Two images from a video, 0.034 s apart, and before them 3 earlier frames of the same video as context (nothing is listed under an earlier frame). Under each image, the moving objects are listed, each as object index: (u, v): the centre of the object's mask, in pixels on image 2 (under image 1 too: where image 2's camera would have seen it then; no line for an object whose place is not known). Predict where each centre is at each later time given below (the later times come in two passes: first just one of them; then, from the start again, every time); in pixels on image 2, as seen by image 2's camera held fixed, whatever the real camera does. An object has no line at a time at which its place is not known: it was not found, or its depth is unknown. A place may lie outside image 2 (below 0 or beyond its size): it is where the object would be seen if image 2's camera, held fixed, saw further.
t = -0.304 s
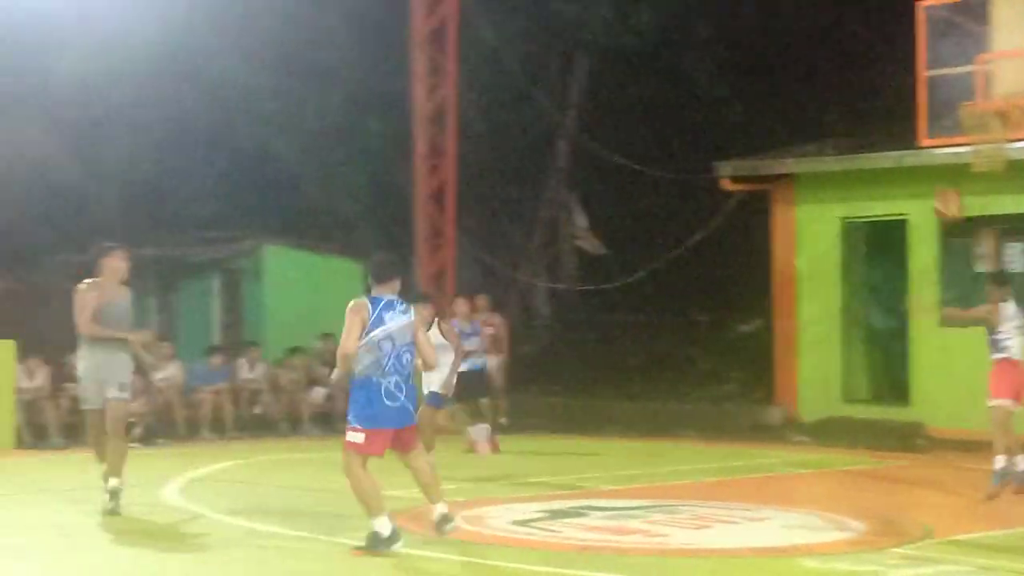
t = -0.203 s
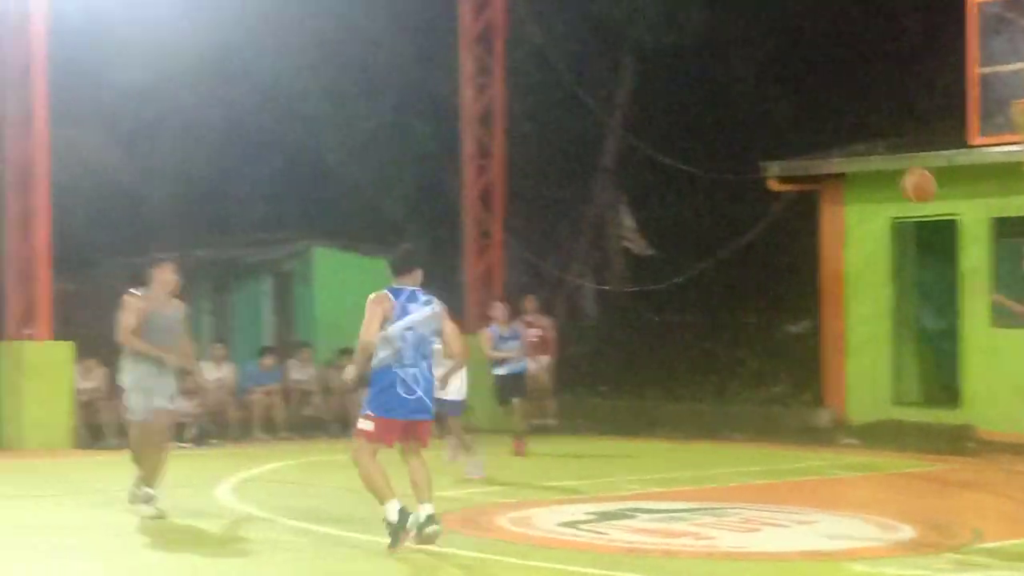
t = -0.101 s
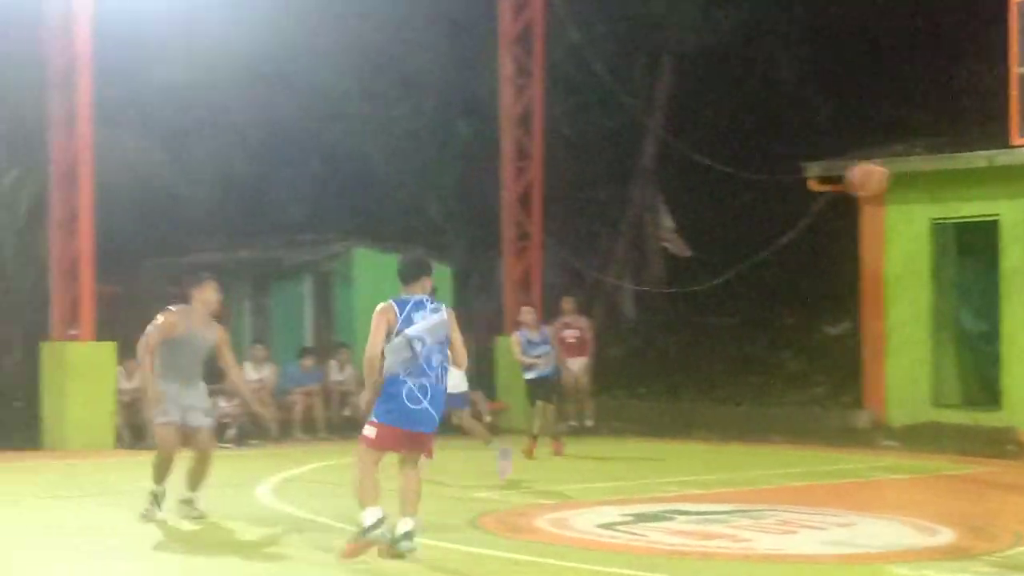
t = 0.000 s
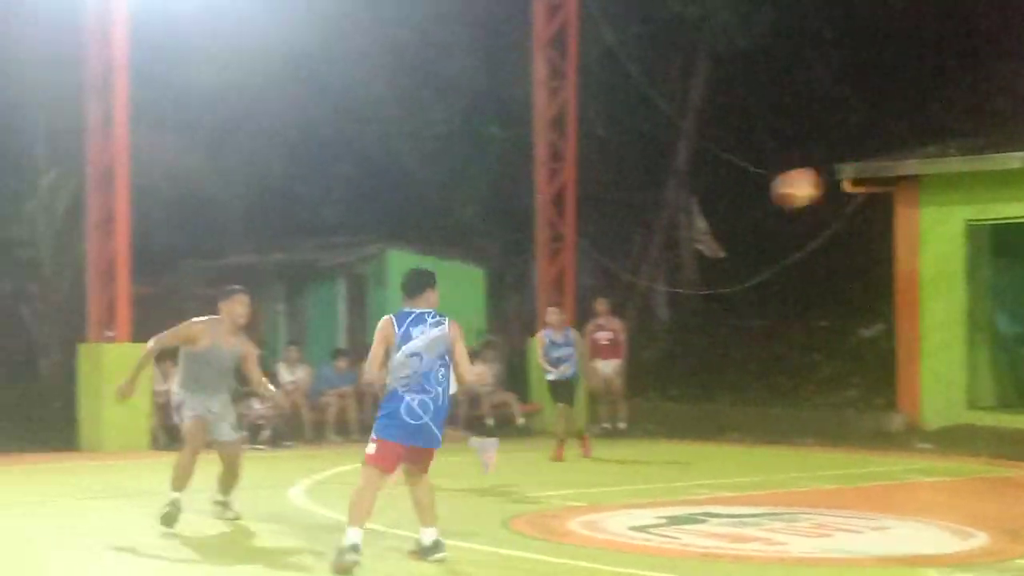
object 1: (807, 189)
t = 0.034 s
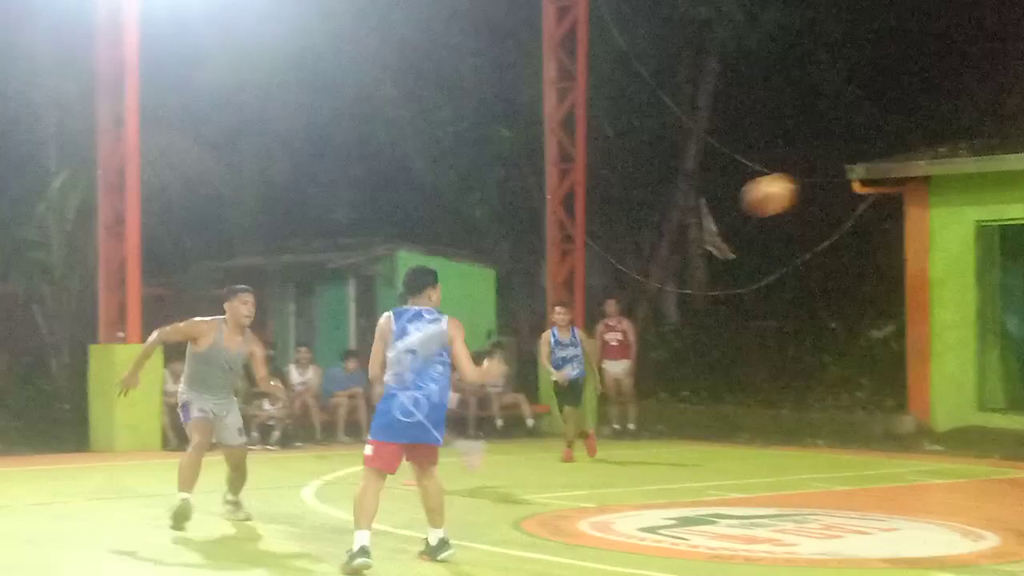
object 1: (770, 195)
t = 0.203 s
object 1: (553, 258)
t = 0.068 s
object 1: (729, 203)
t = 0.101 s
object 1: (690, 213)
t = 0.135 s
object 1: (645, 225)
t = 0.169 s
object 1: (602, 239)
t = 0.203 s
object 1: (553, 258)
